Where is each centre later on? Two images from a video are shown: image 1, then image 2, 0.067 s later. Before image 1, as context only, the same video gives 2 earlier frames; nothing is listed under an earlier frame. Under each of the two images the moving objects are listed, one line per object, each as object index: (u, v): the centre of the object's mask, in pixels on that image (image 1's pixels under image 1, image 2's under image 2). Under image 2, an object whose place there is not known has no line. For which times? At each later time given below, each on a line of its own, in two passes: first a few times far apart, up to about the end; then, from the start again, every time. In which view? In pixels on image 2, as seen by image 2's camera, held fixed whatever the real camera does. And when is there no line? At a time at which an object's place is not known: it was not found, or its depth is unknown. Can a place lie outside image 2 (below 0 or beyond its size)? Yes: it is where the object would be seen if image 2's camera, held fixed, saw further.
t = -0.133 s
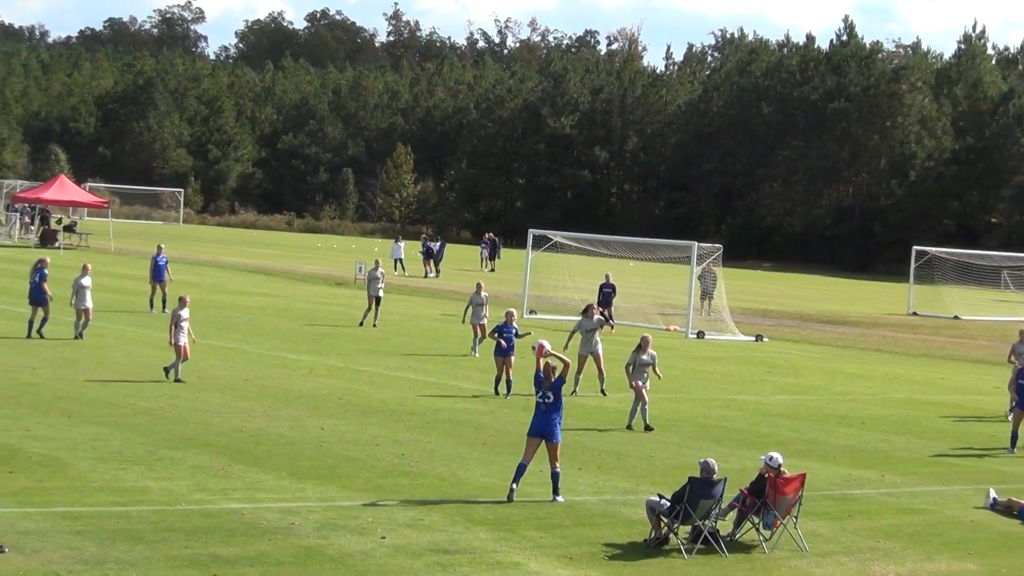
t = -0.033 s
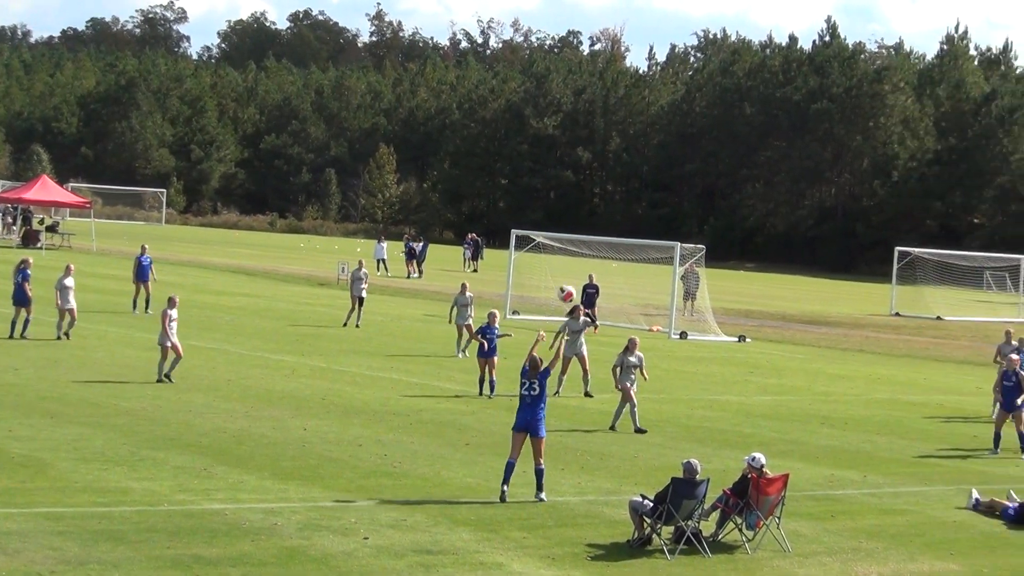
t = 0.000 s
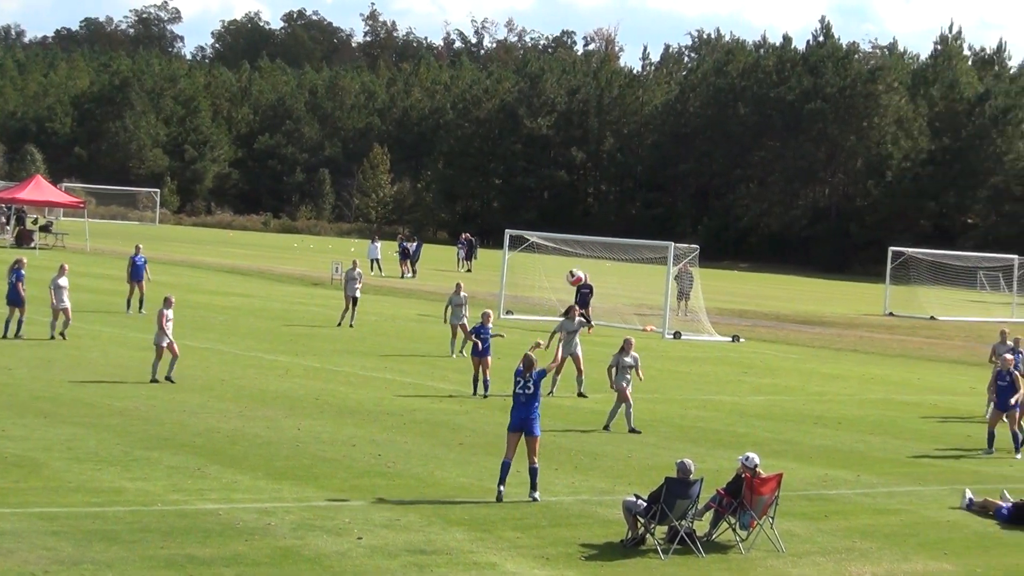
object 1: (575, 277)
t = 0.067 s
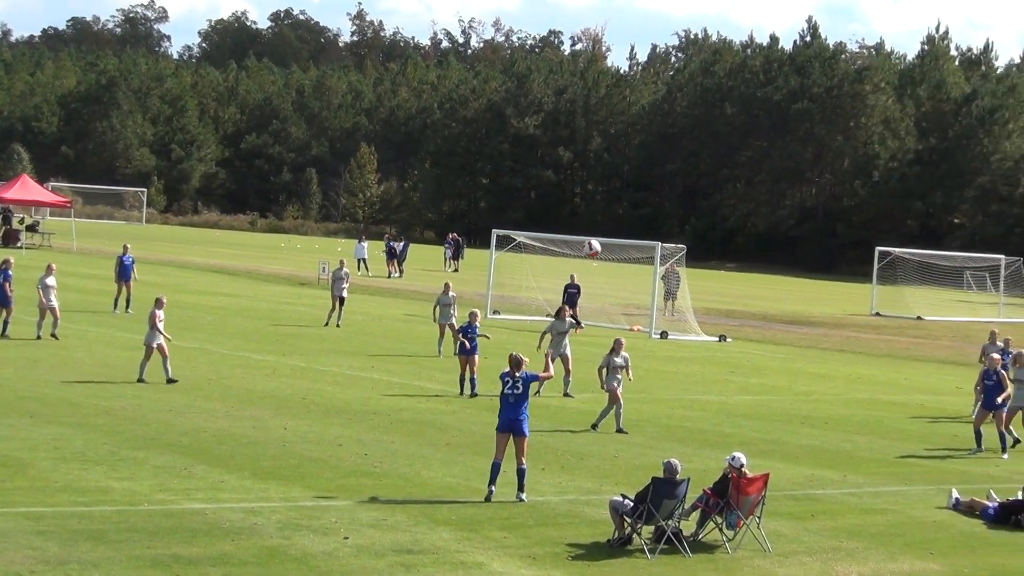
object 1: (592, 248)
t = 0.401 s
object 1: (724, 164)
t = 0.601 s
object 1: (792, 158)
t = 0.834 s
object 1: (861, 185)
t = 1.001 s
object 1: (904, 223)
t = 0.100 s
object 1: (606, 236)
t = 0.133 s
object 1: (619, 224)
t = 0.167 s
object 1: (633, 213)
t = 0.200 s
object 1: (647, 203)
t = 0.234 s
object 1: (660, 194)
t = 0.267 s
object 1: (674, 186)
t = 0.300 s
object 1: (687, 179)
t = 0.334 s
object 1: (699, 173)
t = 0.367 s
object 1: (712, 168)
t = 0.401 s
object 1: (724, 164)
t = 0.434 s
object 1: (736, 161)
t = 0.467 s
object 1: (748, 159)
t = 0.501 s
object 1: (759, 157)
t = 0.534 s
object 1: (770, 157)
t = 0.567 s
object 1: (781, 157)
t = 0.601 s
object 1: (792, 158)
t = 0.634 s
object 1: (803, 160)
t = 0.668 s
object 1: (813, 162)
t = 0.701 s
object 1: (823, 165)
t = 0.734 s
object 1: (833, 169)
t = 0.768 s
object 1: (842, 173)
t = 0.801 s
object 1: (852, 179)
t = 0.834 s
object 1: (861, 185)
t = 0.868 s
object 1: (870, 191)
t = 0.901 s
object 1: (879, 199)
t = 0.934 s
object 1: (888, 206)
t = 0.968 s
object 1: (896, 215)
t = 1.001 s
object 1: (904, 223)
